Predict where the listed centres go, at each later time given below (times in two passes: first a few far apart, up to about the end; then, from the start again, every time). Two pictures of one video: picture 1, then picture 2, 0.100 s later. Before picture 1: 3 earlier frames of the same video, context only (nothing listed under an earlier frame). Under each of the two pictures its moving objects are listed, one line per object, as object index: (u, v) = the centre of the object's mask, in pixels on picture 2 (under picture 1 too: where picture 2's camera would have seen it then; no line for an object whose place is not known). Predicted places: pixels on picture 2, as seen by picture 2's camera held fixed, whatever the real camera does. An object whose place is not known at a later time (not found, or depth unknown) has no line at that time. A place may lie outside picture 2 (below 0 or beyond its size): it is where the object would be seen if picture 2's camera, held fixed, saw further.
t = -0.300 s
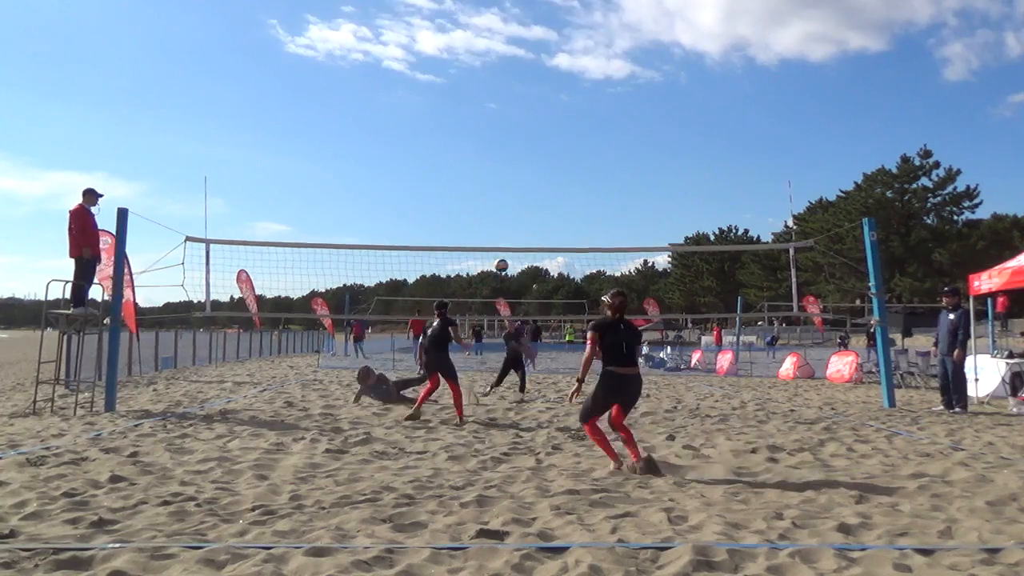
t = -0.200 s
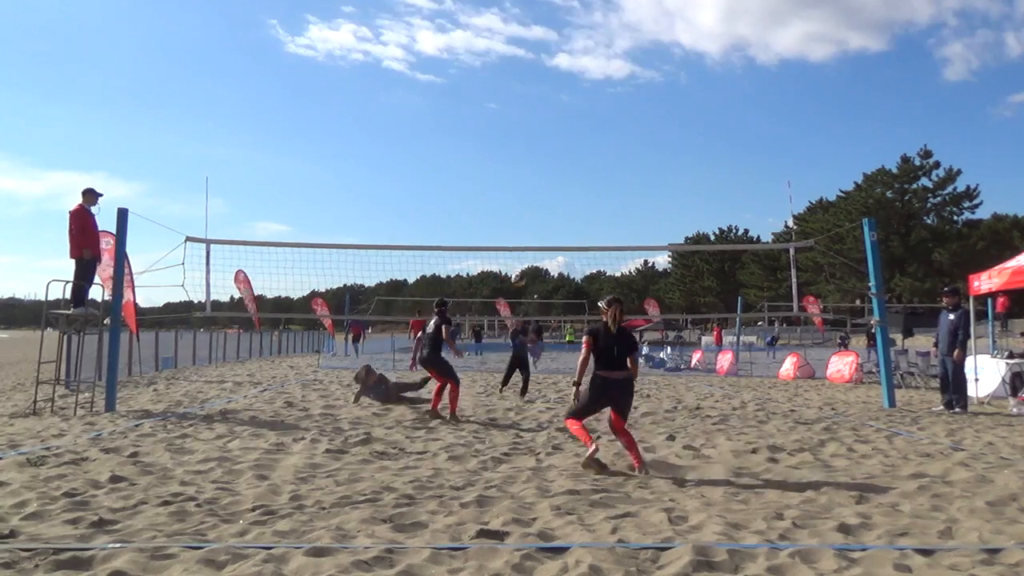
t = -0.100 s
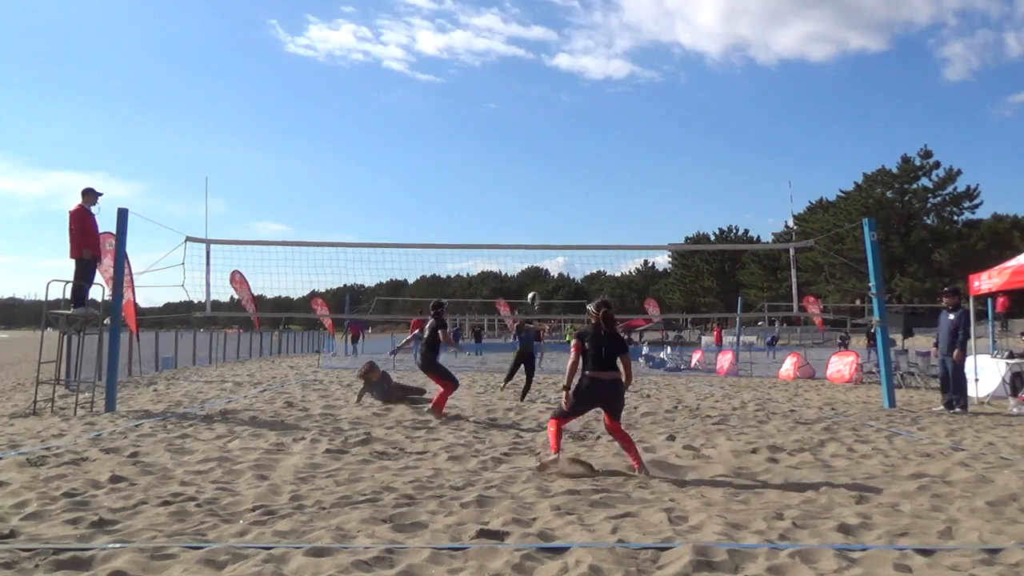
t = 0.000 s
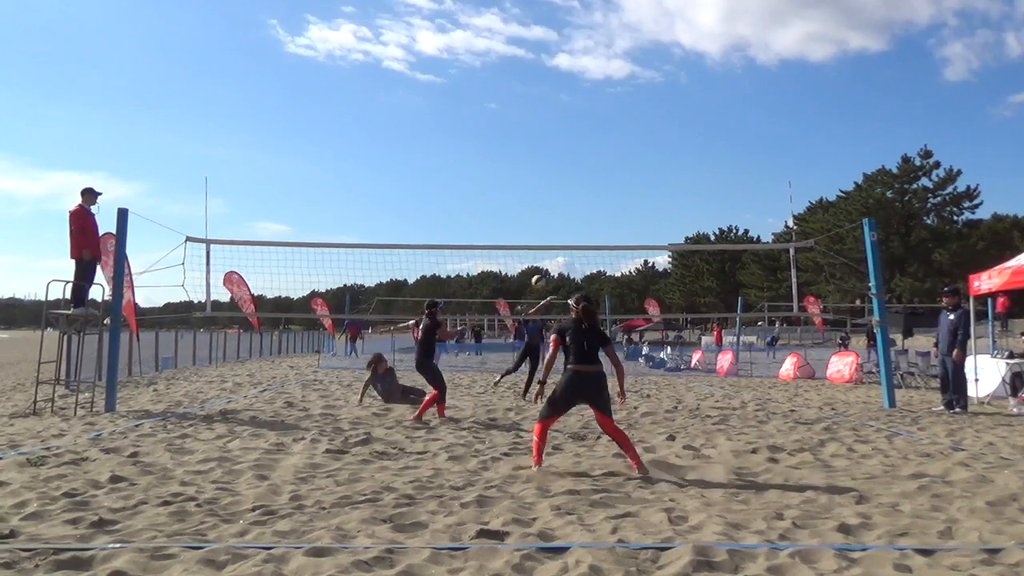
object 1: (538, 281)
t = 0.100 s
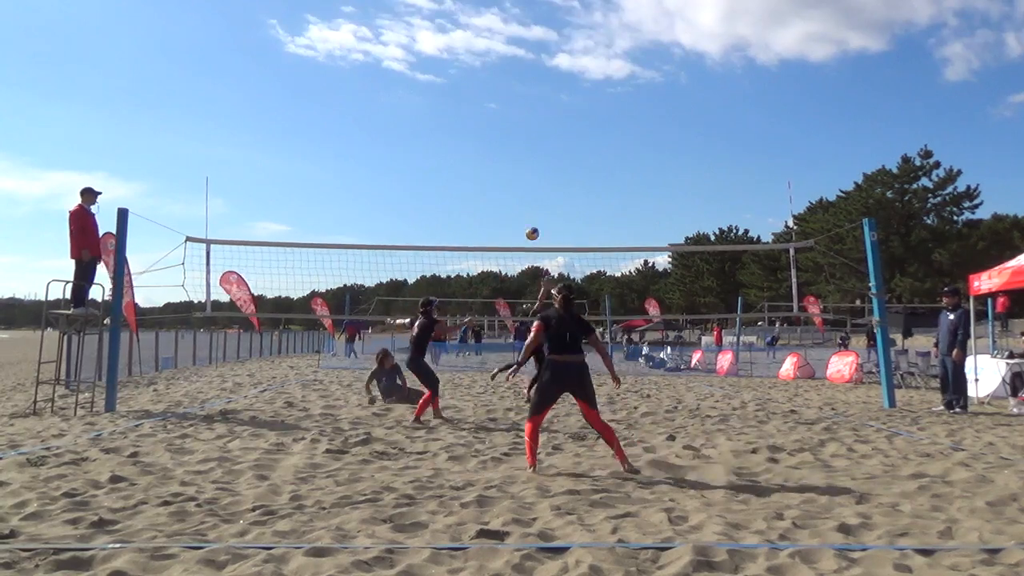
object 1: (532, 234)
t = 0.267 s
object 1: (520, 167)
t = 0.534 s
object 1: (501, 98)
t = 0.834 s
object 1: (478, 77)
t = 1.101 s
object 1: (457, 109)
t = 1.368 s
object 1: (434, 189)
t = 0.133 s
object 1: (530, 219)
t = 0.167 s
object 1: (528, 205)
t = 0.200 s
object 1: (525, 192)
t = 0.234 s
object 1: (523, 179)
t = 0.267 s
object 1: (520, 167)
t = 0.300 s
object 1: (518, 155)
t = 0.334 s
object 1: (516, 145)
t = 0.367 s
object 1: (513, 135)
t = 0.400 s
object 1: (511, 126)
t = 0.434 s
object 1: (508, 118)
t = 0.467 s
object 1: (506, 110)
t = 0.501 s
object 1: (503, 104)
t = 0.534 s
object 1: (501, 98)
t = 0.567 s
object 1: (499, 92)
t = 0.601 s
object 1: (496, 88)
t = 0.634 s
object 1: (493, 84)
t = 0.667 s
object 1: (491, 81)
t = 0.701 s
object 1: (489, 79)
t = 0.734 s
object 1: (486, 77)
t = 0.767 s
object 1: (483, 77)
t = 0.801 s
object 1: (481, 77)
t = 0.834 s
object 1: (478, 77)
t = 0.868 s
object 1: (476, 78)
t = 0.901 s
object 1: (473, 80)
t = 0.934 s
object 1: (471, 84)
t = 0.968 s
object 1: (468, 87)
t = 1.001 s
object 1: (465, 92)
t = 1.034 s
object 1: (463, 97)
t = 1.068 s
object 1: (460, 103)
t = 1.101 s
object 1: (457, 109)
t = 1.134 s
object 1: (454, 116)
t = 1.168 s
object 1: (451, 124)
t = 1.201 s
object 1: (449, 133)
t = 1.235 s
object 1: (446, 143)
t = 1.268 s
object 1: (443, 153)
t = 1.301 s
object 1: (440, 164)
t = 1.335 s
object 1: (437, 177)
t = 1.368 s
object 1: (434, 189)
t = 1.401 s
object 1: (431, 203)
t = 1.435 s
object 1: (428, 217)
